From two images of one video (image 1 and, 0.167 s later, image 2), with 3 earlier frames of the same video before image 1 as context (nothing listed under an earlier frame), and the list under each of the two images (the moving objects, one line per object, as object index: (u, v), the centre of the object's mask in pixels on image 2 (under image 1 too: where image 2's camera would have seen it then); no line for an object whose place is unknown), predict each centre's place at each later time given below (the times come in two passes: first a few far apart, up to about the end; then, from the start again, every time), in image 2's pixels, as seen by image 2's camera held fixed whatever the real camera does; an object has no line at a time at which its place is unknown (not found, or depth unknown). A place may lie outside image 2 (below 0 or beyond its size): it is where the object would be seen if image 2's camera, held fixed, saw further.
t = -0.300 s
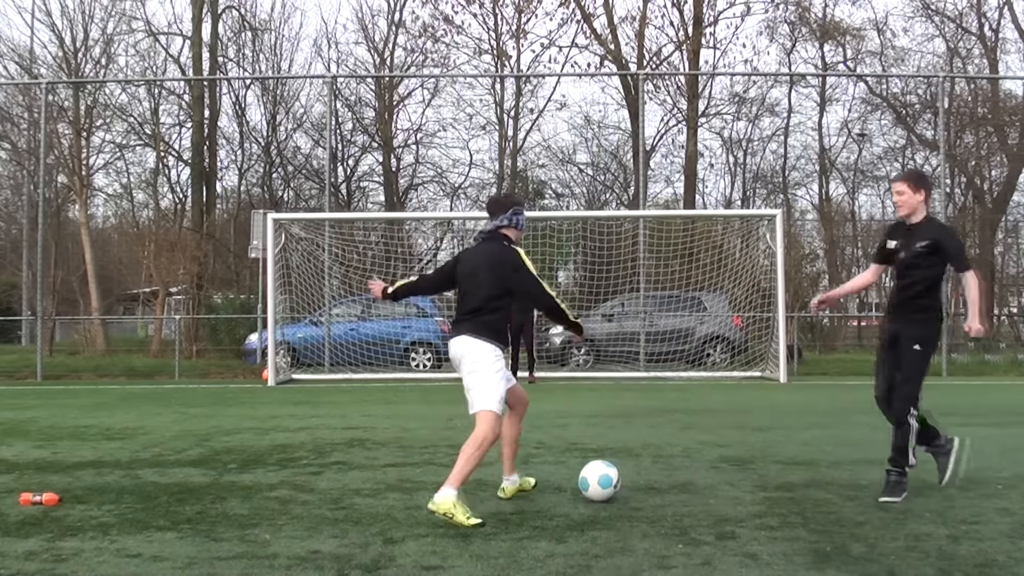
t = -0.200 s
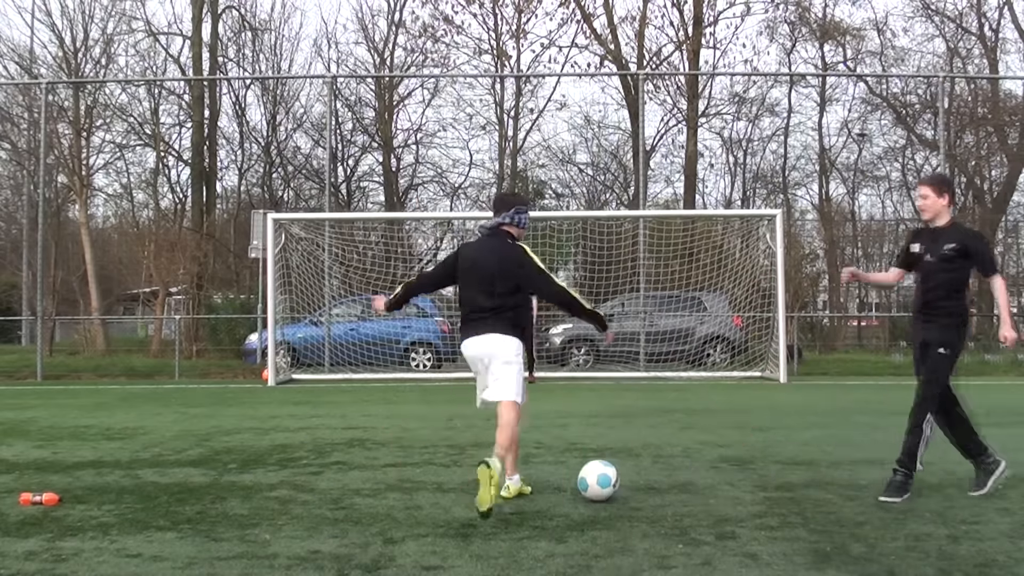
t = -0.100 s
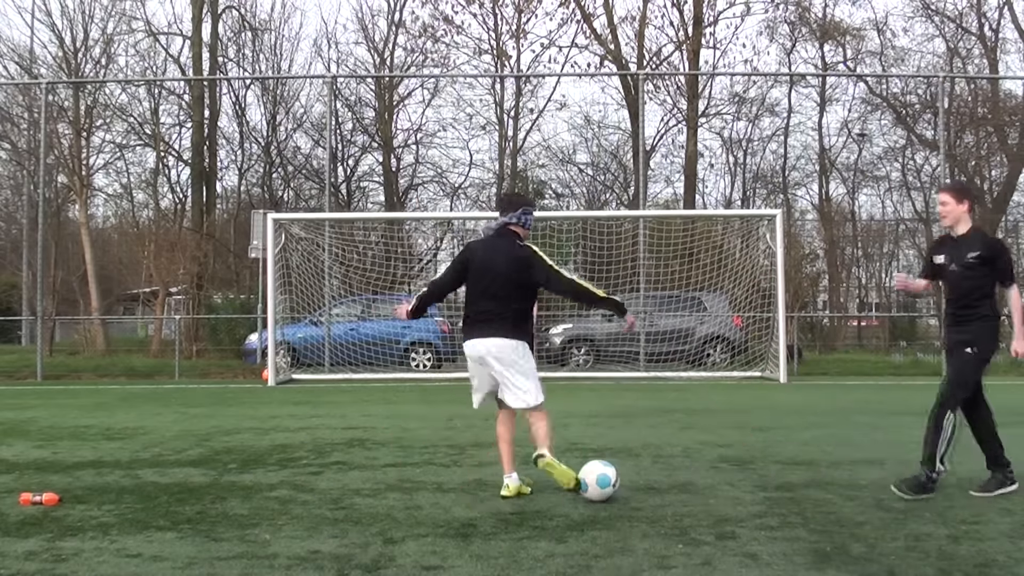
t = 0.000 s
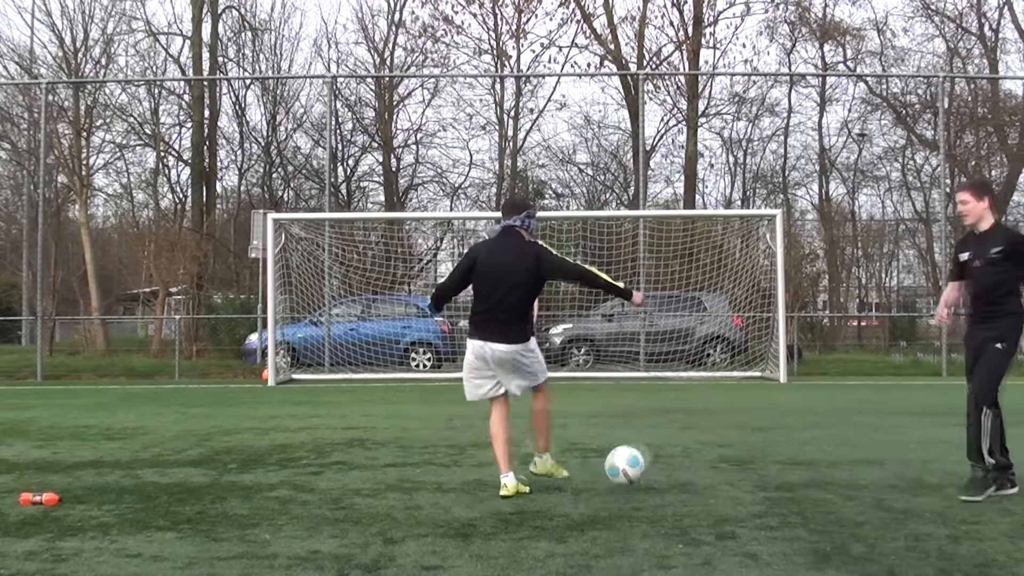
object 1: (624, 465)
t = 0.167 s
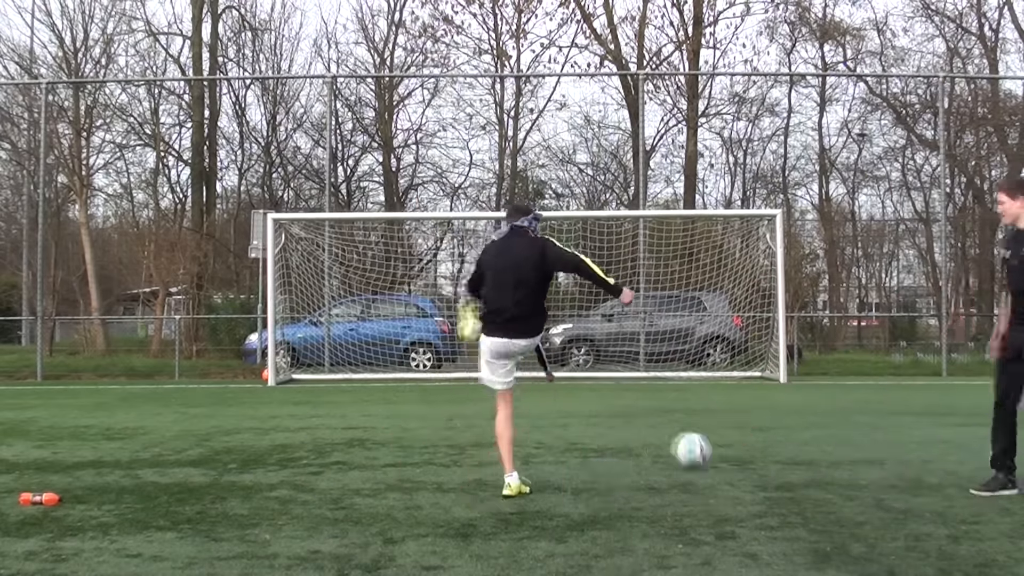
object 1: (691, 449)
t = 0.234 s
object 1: (711, 443)
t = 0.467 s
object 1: (761, 431)
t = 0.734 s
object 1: (797, 423)
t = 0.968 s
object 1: (816, 419)
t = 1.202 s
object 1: (832, 415)
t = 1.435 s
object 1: (845, 411)
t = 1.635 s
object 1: (855, 407)
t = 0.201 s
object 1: (700, 450)
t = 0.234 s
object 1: (711, 443)
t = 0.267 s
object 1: (718, 438)
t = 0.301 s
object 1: (726, 436)
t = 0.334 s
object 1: (735, 436)
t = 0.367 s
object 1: (742, 436)
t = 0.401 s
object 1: (750, 437)
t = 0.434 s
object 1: (757, 434)
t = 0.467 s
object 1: (761, 431)
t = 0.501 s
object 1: (766, 430)
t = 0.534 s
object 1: (772, 430)
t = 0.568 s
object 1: (777, 430)
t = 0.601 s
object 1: (781, 427)
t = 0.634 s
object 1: (786, 426)
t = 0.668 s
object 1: (790, 426)
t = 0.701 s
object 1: (793, 425)
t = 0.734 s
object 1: (797, 423)
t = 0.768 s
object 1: (800, 424)
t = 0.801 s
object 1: (802, 423)
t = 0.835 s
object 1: (806, 422)
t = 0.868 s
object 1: (809, 422)
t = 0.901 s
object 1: (811, 421)
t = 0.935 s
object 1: (814, 420)
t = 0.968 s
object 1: (816, 419)
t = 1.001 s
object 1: (818, 419)
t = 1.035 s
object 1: (820, 418)
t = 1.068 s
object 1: (823, 418)
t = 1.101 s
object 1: (825, 417)
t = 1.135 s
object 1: (828, 416)
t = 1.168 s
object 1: (829, 416)
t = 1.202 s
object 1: (832, 415)
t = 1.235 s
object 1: (834, 414)
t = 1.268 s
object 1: (836, 414)
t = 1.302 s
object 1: (837, 413)
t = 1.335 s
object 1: (840, 413)
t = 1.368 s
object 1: (841, 412)
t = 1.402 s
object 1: (843, 411)
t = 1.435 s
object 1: (845, 411)
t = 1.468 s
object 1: (847, 410)
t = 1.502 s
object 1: (849, 410)
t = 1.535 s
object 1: (850, 410)
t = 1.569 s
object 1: (852, 409)
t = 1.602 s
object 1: (853, 408)
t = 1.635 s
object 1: (855, 407)
